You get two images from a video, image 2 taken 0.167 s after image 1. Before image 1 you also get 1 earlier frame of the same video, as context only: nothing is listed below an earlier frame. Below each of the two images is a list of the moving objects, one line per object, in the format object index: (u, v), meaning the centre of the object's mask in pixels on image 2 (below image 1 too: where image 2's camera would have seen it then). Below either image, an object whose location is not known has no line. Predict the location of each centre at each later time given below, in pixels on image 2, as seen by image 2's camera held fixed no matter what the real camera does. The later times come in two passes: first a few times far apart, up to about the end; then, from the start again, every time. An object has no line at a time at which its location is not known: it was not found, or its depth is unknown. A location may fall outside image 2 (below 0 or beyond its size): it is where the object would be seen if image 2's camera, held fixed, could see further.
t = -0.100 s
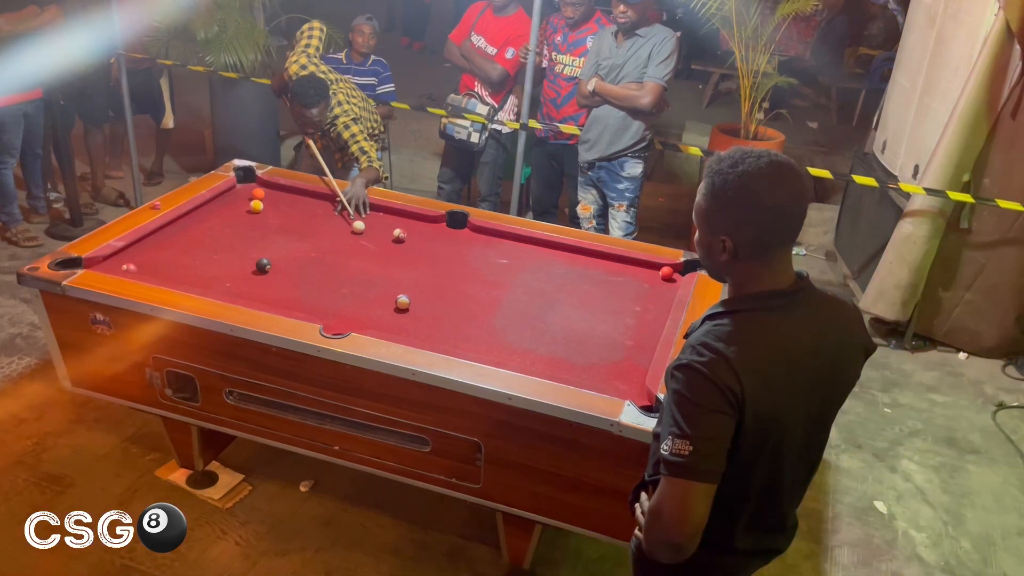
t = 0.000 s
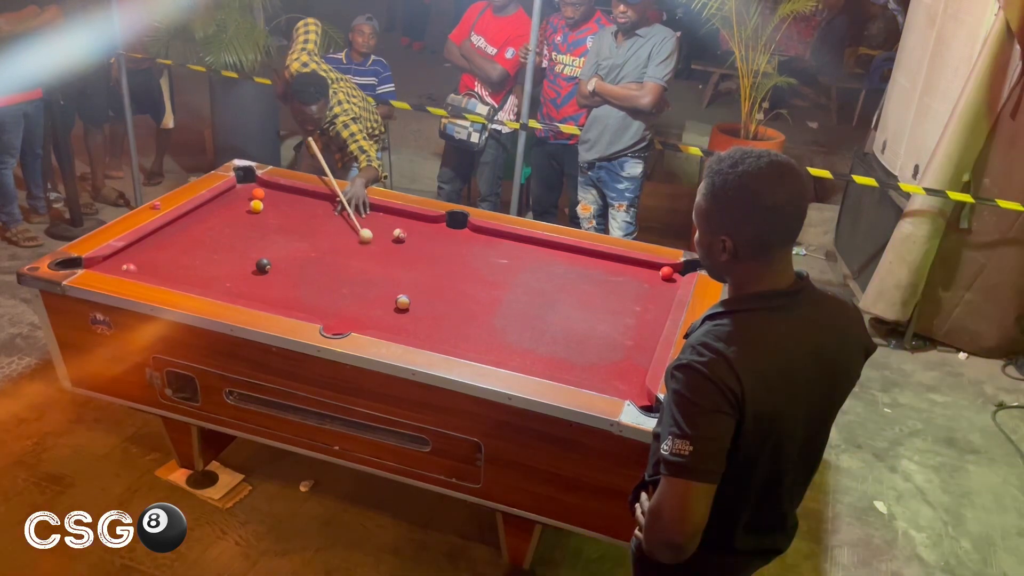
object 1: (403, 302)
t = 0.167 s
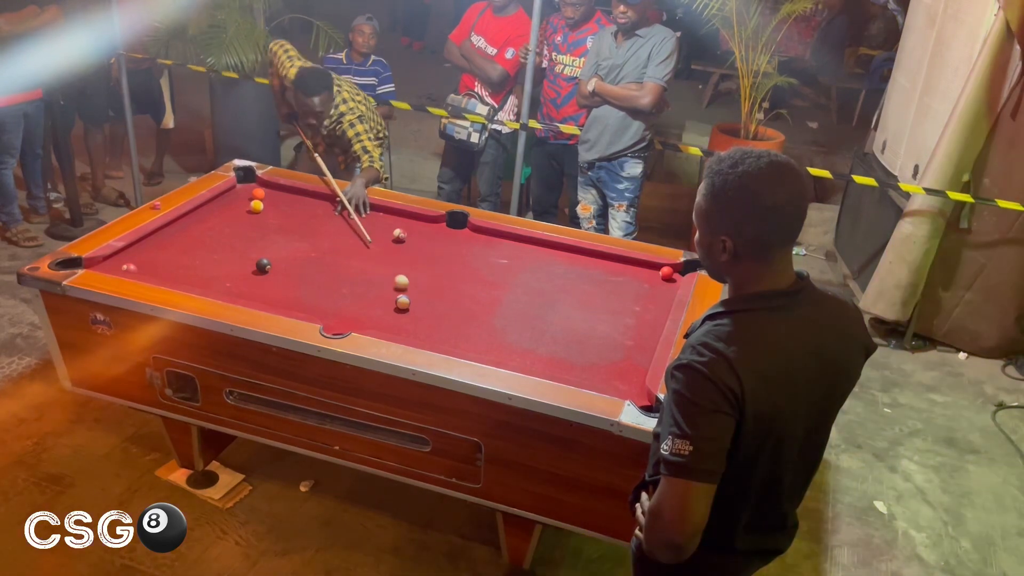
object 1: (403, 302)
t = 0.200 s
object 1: (403, 302)
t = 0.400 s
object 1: (381, 315)
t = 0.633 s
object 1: (352, 328)
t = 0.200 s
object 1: (403, 302)
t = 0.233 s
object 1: (401, 303)
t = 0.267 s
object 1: (396, 306)
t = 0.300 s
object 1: (392, 308)
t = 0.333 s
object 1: (388, 311)
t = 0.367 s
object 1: (384, 313)
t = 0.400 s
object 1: (381, 315)
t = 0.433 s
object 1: (377, 317)
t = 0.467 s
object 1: (372, 320)
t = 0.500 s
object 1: (368, 322)
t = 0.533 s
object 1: (364, 324)
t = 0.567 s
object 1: (360, 324)
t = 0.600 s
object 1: (356, 326)
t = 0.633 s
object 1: (352, 328)
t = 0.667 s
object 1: (346, 331)
